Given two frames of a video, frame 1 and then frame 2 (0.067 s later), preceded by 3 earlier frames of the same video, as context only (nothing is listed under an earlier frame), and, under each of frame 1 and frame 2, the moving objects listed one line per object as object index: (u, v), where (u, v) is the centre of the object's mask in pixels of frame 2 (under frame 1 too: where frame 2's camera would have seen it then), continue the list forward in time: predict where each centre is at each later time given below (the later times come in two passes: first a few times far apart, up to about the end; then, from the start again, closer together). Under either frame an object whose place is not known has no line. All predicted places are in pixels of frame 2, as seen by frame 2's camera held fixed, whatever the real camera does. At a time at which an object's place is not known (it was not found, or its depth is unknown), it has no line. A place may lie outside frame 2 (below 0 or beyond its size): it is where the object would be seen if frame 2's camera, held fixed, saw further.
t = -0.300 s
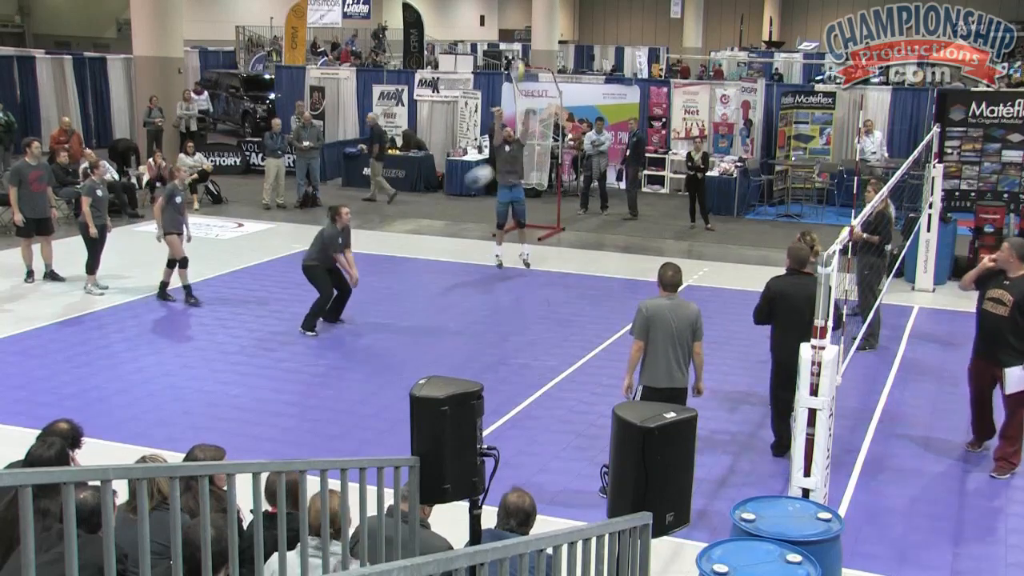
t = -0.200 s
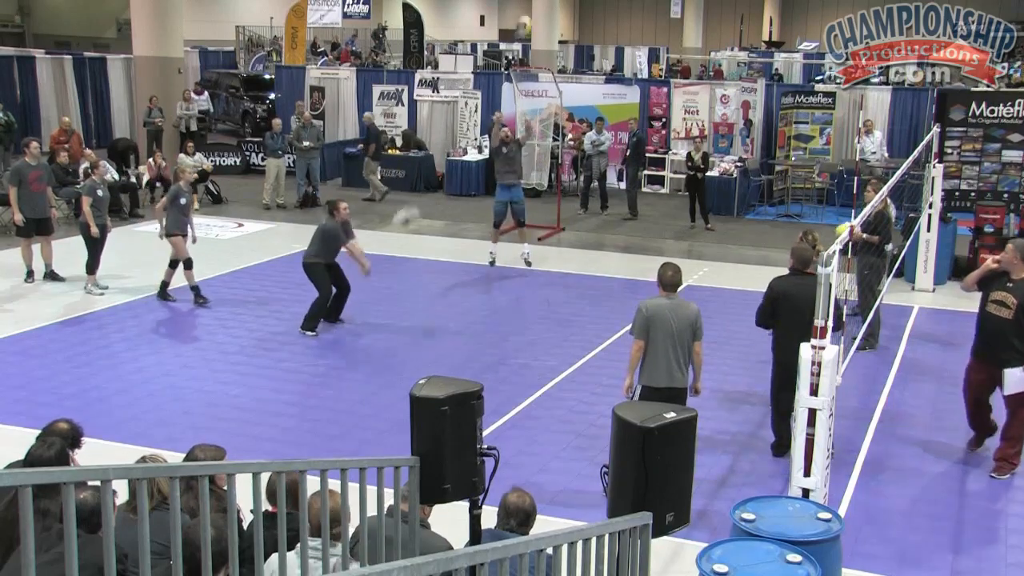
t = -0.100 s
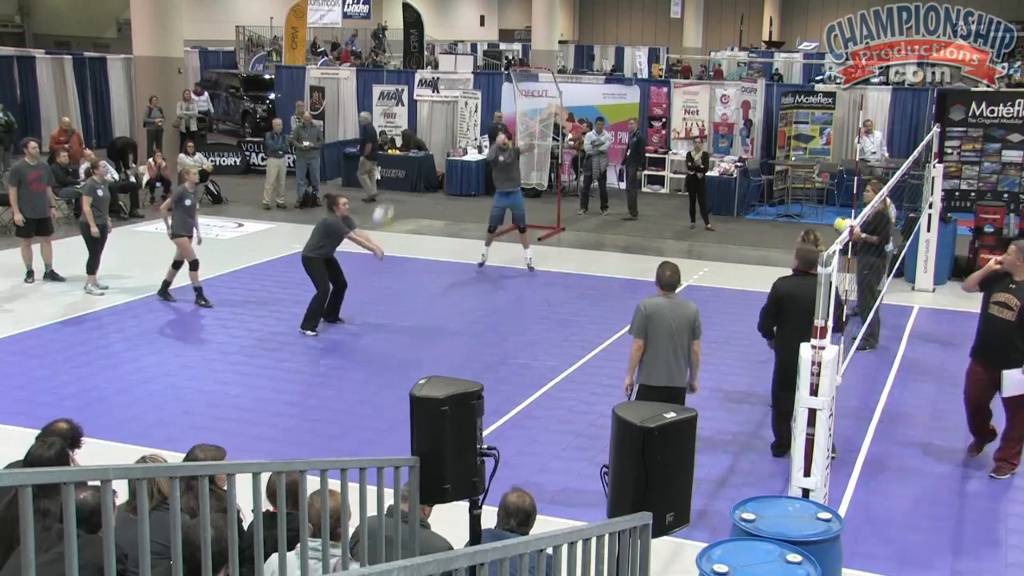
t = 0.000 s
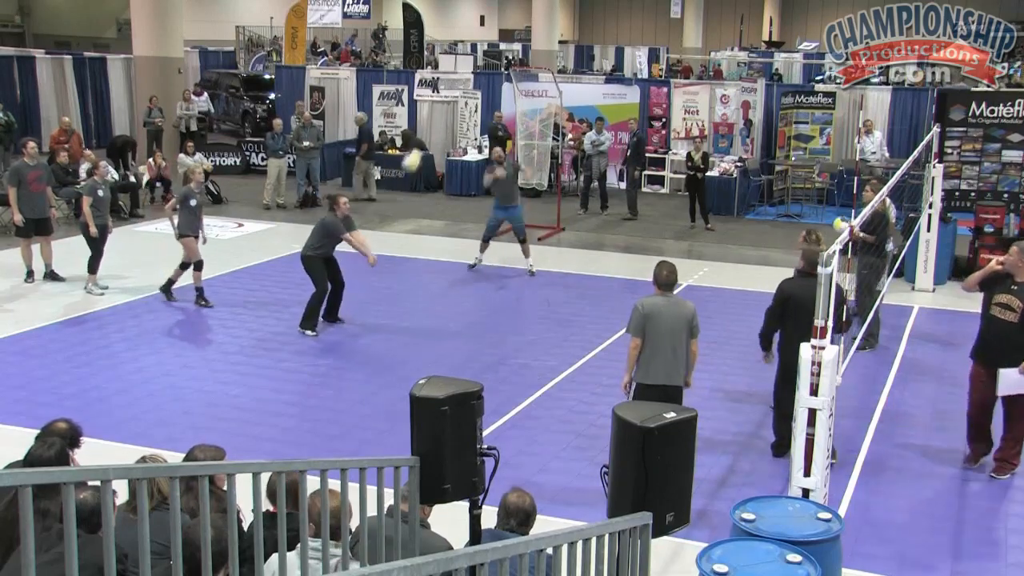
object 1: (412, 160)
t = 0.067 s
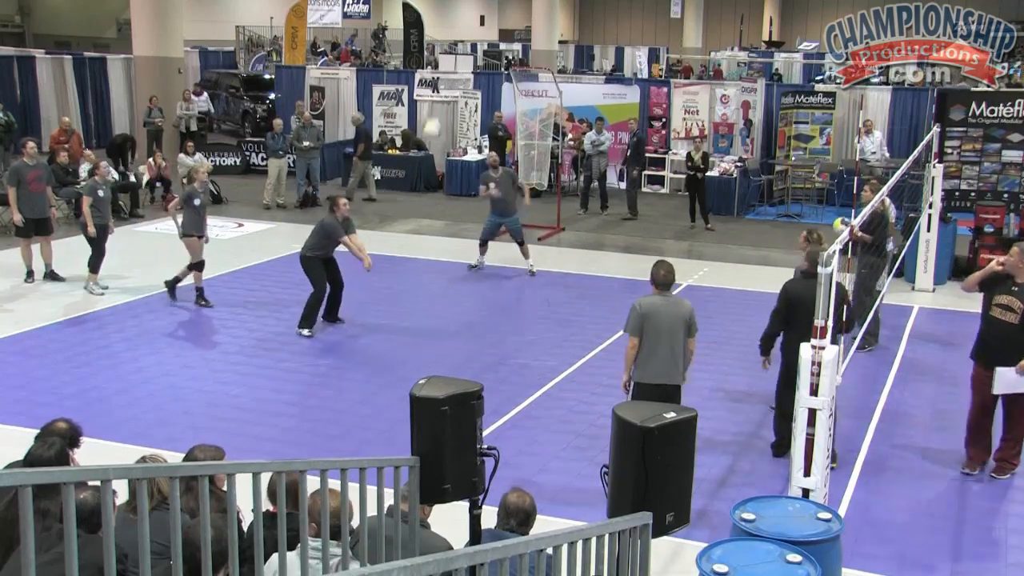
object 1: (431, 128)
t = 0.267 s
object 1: (492, 57)
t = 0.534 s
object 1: (578, 21)
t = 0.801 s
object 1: (661, 50)
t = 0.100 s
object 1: (441, 113)
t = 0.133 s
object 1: (452, 98)
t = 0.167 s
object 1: (462, 89)
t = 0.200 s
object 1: (474, 78)
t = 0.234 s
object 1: (484, 65)
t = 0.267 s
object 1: (492, 57)
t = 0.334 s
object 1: (513, 42)
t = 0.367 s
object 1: (524, 35)
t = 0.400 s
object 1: (534, 32)
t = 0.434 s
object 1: (546, 27)
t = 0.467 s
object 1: (557, 24)
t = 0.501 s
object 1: (569, 20)
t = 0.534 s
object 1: (578, 21)
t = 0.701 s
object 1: (631, 30)
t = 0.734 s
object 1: (641, 35)
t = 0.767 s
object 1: (651, 41)
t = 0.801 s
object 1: (661, 50)
